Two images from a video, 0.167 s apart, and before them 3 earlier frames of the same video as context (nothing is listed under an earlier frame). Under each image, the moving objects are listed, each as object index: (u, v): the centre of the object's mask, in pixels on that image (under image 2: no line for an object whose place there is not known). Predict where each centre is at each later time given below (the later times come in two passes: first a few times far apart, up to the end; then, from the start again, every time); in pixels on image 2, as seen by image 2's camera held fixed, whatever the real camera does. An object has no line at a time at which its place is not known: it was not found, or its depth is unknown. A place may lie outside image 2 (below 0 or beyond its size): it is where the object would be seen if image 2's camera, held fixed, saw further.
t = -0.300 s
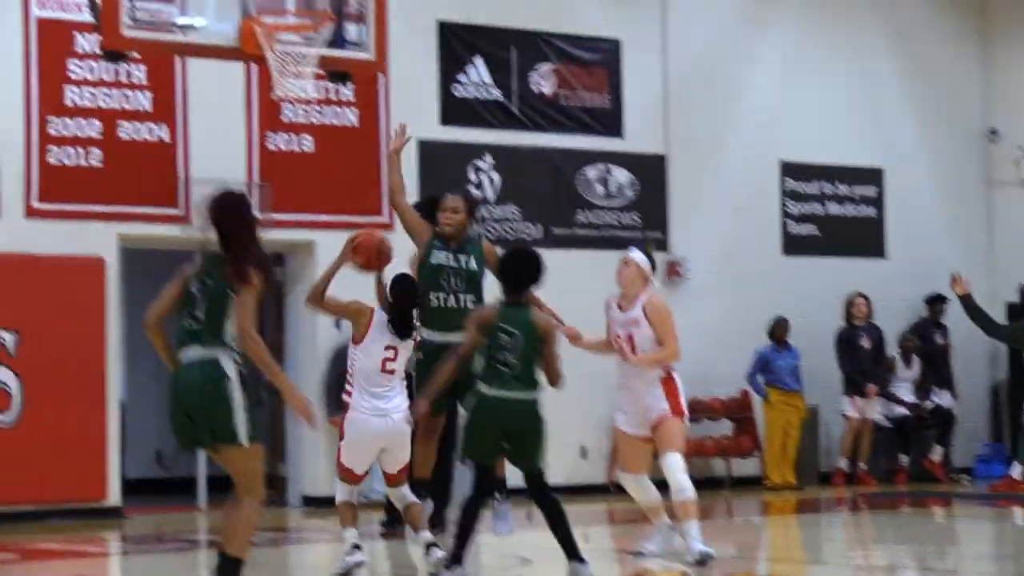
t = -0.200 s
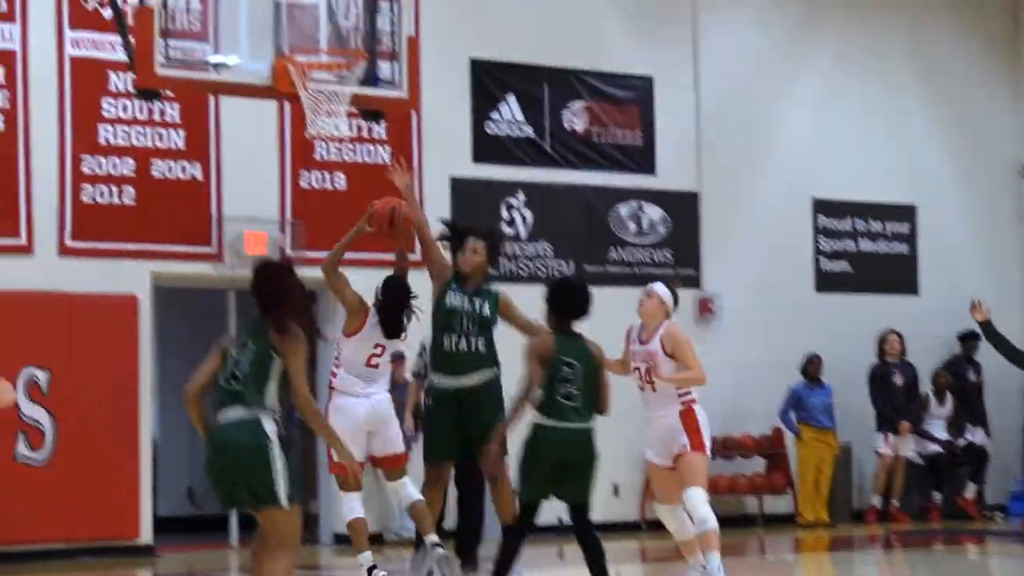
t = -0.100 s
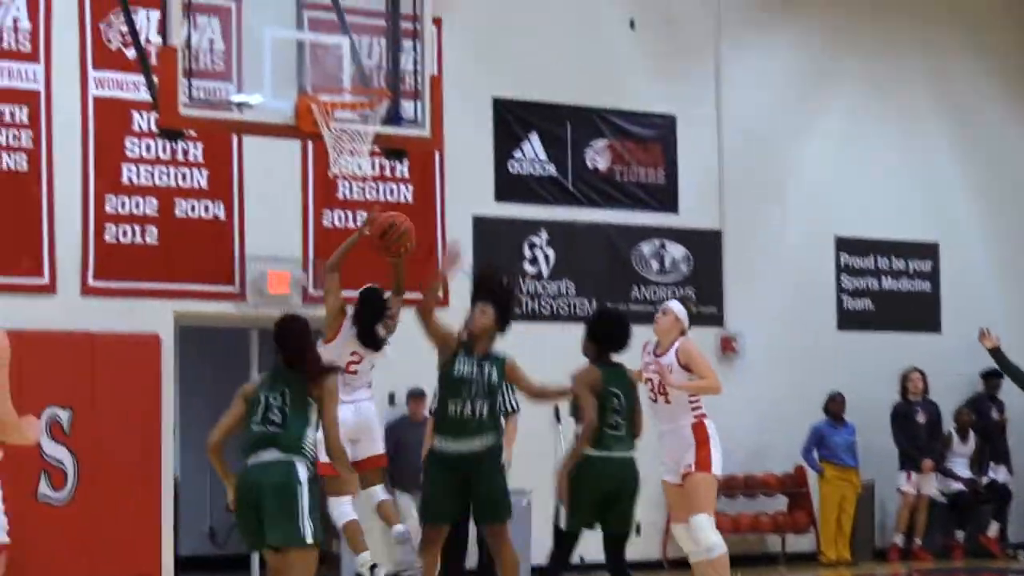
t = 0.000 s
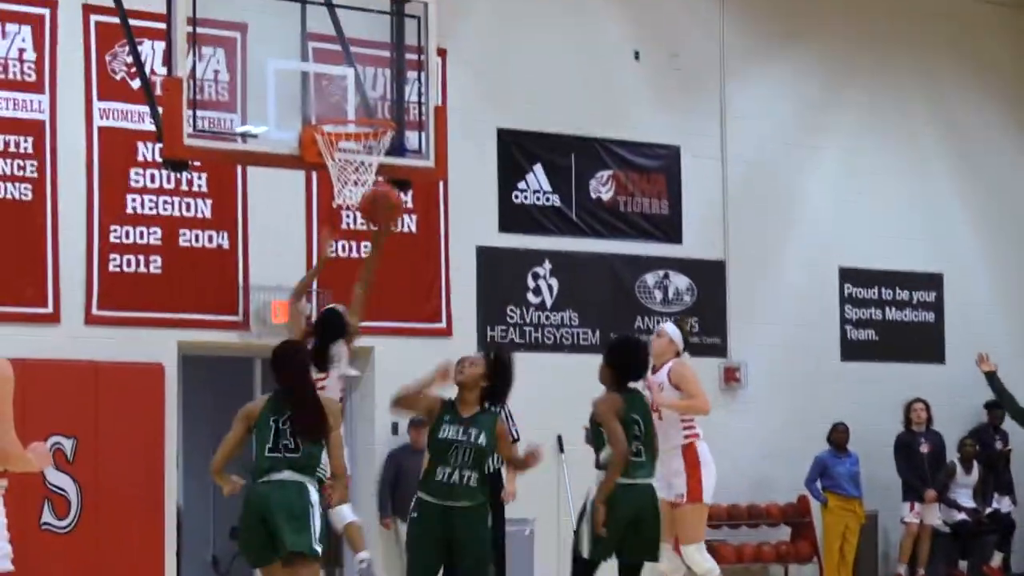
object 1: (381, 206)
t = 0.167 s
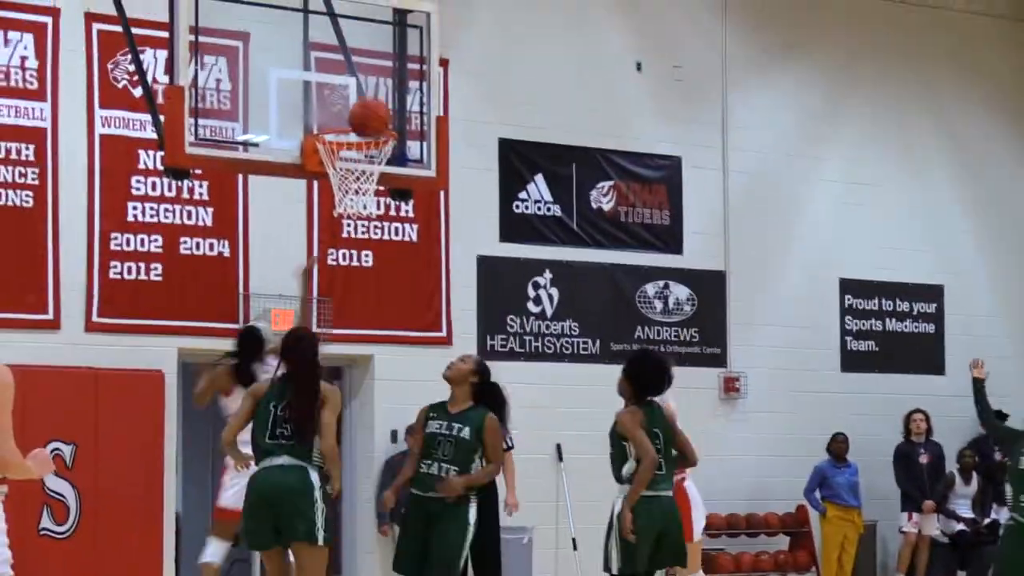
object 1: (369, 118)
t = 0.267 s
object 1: (363, 87)
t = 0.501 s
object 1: (350, 83)
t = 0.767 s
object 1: (348, 105)
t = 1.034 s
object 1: (369, 117)
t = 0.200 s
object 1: (367, 106)
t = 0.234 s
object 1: (365, 95)
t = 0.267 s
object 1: (363, 87)
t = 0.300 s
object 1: (361, 81)
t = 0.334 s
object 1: (359, 76)
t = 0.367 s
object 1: (358, 74)
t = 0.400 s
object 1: (356, 74)
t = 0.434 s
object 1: (354, 75)
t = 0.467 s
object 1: (352, 78)
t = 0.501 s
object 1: (350, 83)
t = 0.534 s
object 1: (348, 90)
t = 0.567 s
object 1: (346, 99)
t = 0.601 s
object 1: (343, 109)
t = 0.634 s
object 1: (341, 120)
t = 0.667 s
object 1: (341, 119)
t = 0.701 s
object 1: (342, 113)
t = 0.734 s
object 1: (344, 108)
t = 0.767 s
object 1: (348, 105)
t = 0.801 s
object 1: (350, 103)
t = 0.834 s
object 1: (353, 103)
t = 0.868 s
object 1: (356, 105)
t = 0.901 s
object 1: (360, 108)
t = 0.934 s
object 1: (364, 114)
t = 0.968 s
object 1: (368, 119)
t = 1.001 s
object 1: (369, 120)
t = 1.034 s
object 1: (369, 117)
